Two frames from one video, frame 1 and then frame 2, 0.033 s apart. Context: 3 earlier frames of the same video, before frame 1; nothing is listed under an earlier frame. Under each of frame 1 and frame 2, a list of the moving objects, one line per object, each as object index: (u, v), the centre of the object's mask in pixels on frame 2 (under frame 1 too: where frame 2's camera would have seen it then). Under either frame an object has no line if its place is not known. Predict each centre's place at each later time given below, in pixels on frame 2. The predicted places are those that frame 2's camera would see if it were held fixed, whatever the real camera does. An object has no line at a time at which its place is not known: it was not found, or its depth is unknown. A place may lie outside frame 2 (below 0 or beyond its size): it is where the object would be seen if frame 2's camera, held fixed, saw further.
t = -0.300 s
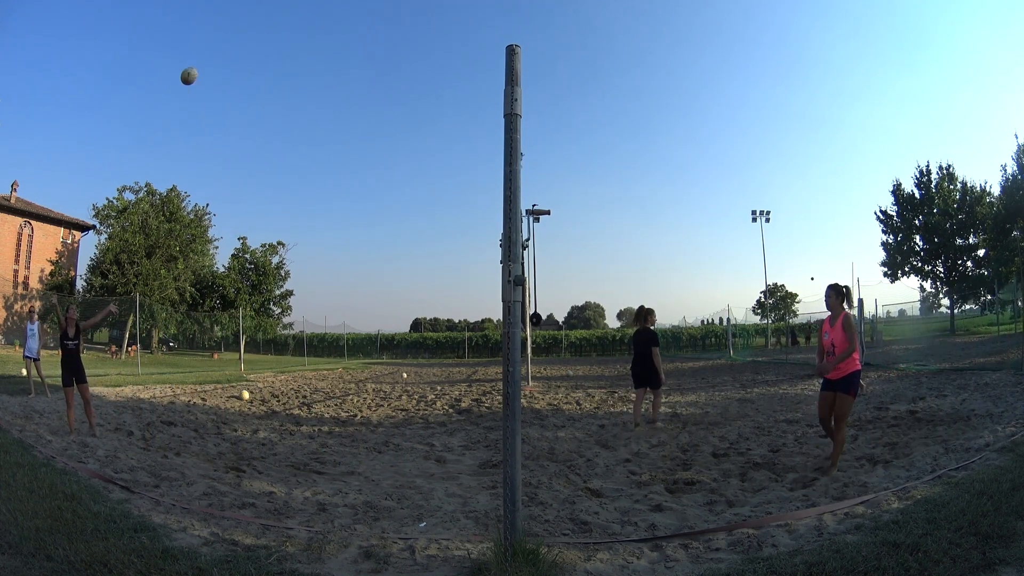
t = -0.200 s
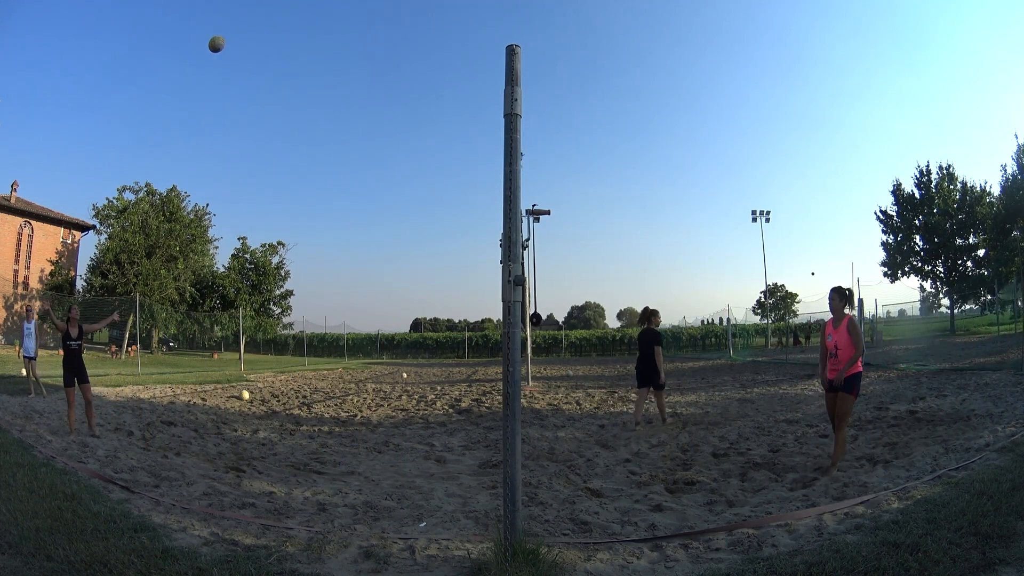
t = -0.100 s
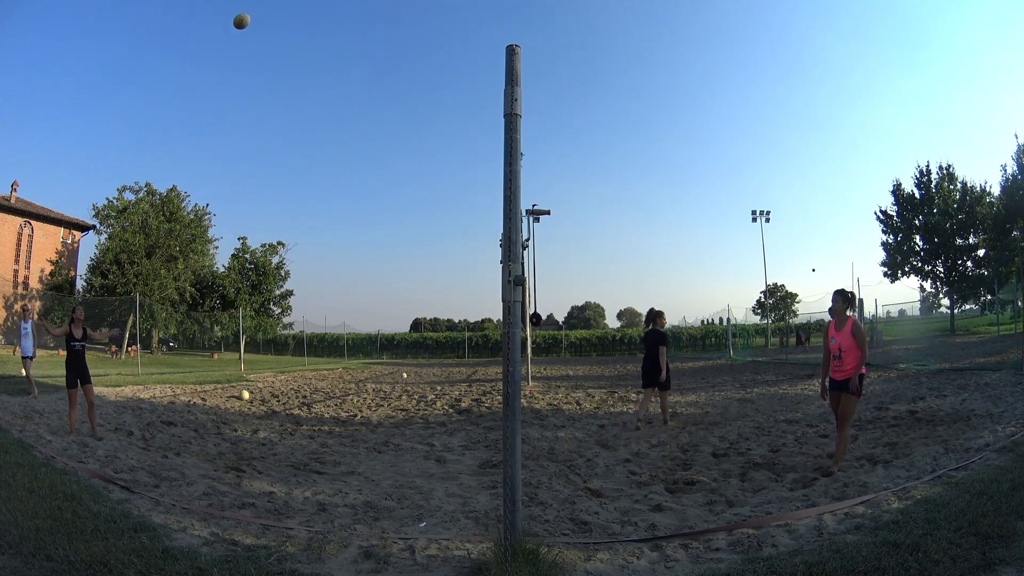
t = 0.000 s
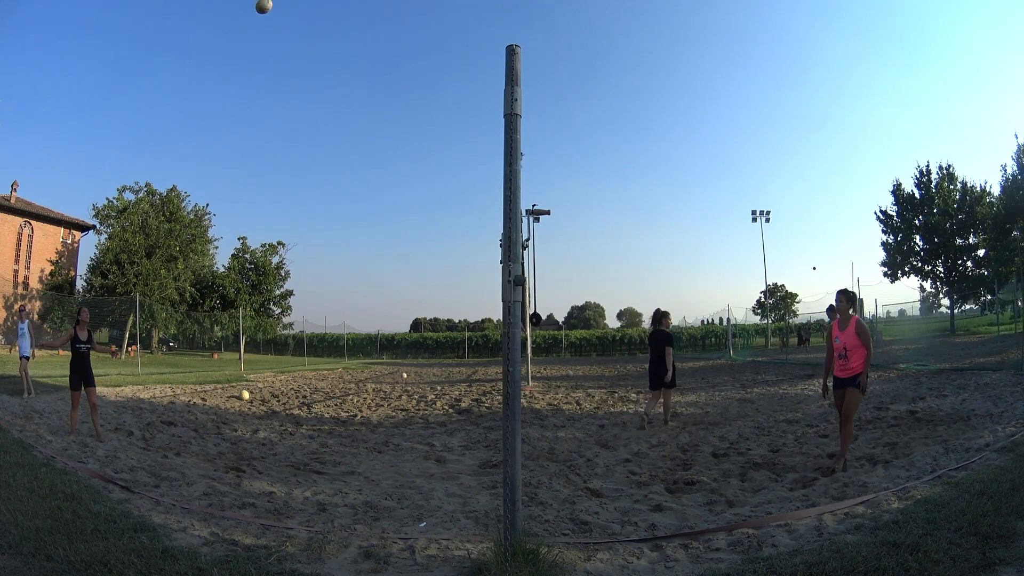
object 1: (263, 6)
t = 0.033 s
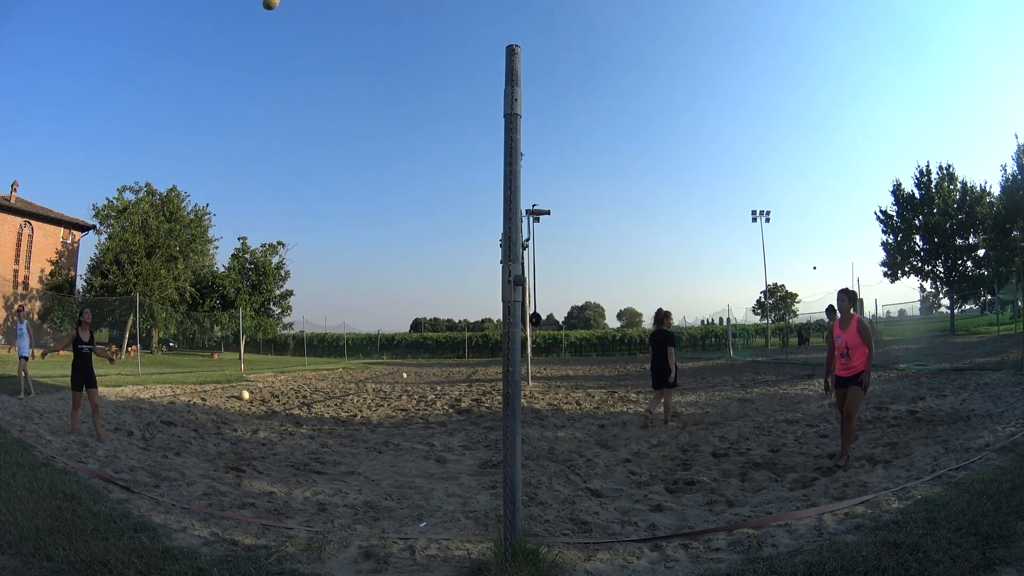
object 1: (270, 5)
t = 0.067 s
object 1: (277, 3)
